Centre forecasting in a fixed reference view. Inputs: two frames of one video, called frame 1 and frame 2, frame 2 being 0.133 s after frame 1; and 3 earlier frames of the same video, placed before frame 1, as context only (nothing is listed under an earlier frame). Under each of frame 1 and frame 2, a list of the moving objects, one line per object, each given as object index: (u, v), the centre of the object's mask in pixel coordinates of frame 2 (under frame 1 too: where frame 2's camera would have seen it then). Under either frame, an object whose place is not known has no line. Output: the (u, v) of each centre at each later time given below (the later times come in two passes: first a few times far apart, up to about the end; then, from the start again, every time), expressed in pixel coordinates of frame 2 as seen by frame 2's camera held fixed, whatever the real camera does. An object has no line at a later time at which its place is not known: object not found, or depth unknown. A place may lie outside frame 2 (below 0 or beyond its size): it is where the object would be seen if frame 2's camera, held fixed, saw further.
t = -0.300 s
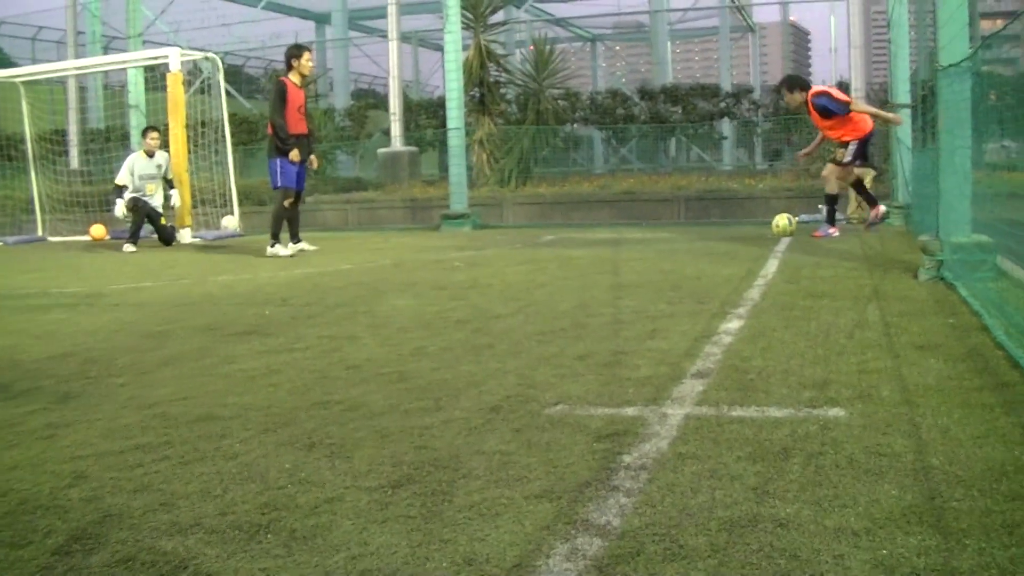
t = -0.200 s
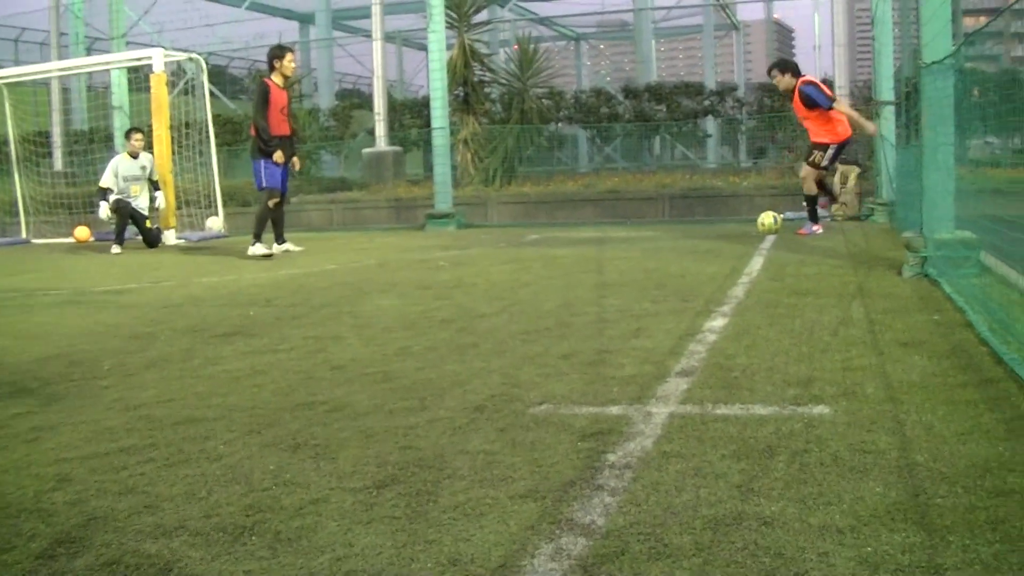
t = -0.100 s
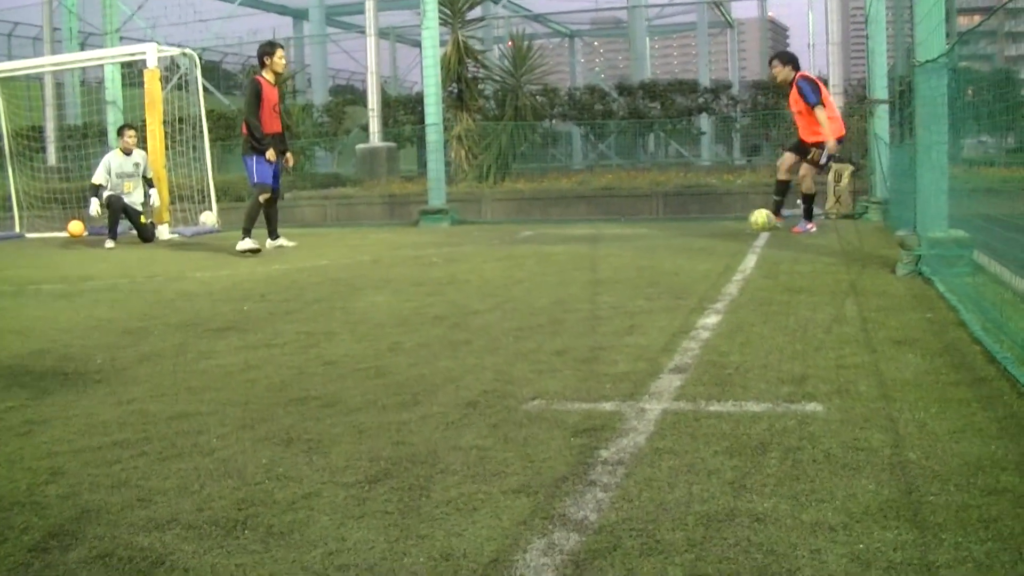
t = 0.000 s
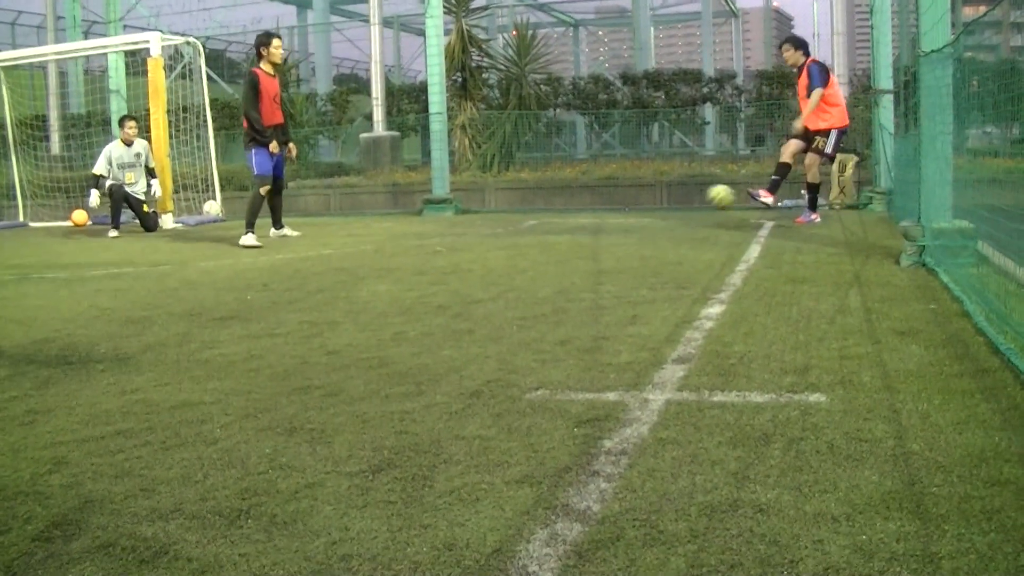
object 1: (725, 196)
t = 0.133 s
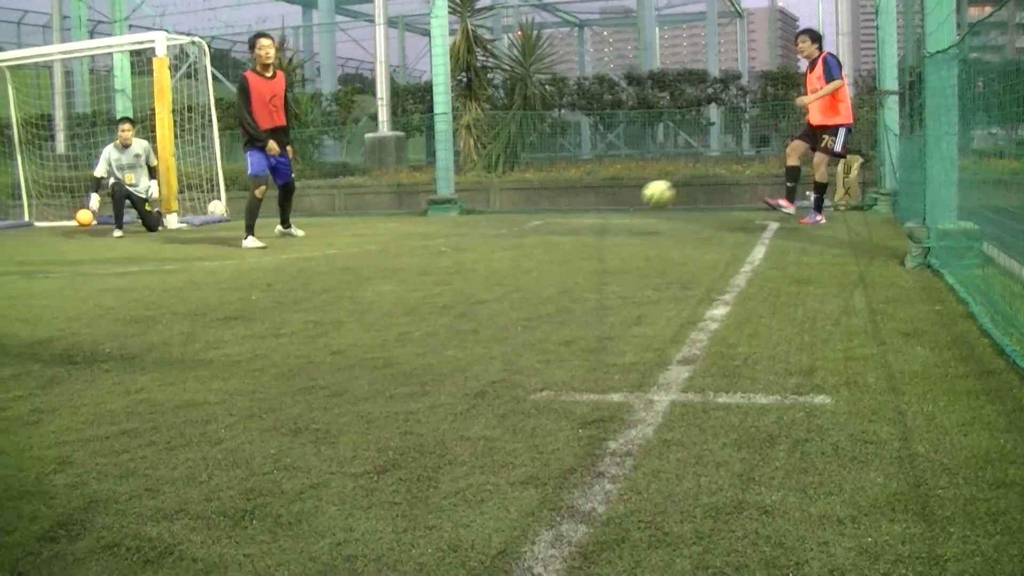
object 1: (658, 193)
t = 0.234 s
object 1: (602, 207)
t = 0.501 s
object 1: (425, 237)
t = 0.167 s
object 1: (640, 197)
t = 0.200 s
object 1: (621, 201)
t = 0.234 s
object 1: (602, 207)
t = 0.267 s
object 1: (581, 216)
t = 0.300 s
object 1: (560, 226)
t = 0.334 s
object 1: (539, 233)
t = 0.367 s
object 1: (517, 229)
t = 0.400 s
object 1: (495, 228)
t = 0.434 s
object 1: (472, 229)
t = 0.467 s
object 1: (449, 231)
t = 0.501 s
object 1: (425, 237)
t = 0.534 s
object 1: (399, 243)
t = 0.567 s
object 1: (374, 252)
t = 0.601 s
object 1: (348, 253)
